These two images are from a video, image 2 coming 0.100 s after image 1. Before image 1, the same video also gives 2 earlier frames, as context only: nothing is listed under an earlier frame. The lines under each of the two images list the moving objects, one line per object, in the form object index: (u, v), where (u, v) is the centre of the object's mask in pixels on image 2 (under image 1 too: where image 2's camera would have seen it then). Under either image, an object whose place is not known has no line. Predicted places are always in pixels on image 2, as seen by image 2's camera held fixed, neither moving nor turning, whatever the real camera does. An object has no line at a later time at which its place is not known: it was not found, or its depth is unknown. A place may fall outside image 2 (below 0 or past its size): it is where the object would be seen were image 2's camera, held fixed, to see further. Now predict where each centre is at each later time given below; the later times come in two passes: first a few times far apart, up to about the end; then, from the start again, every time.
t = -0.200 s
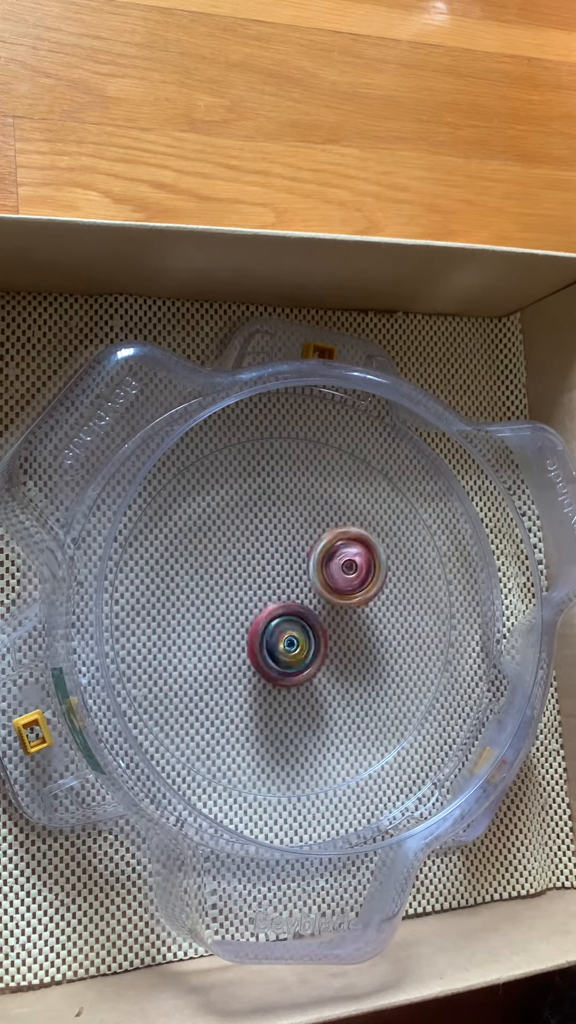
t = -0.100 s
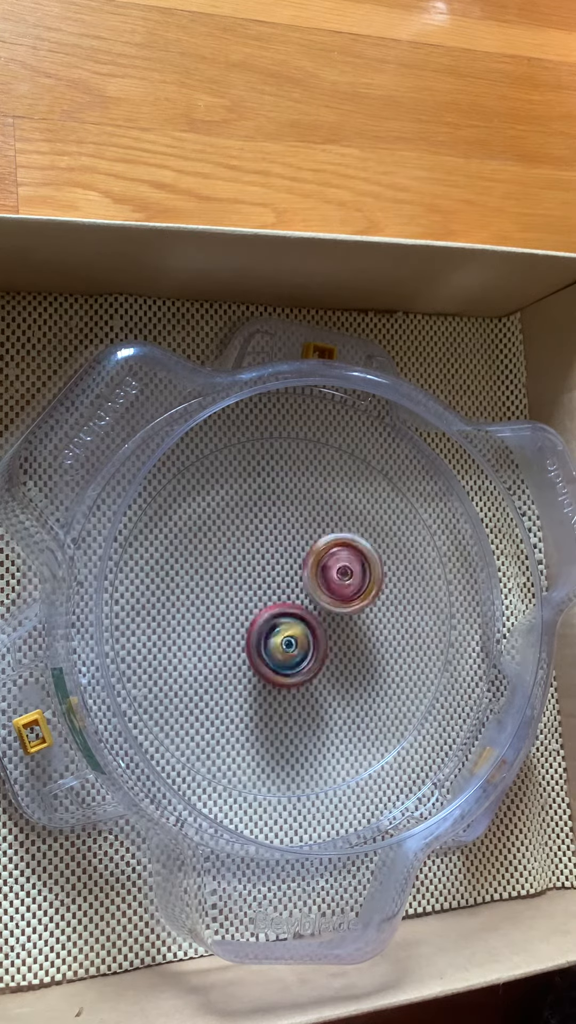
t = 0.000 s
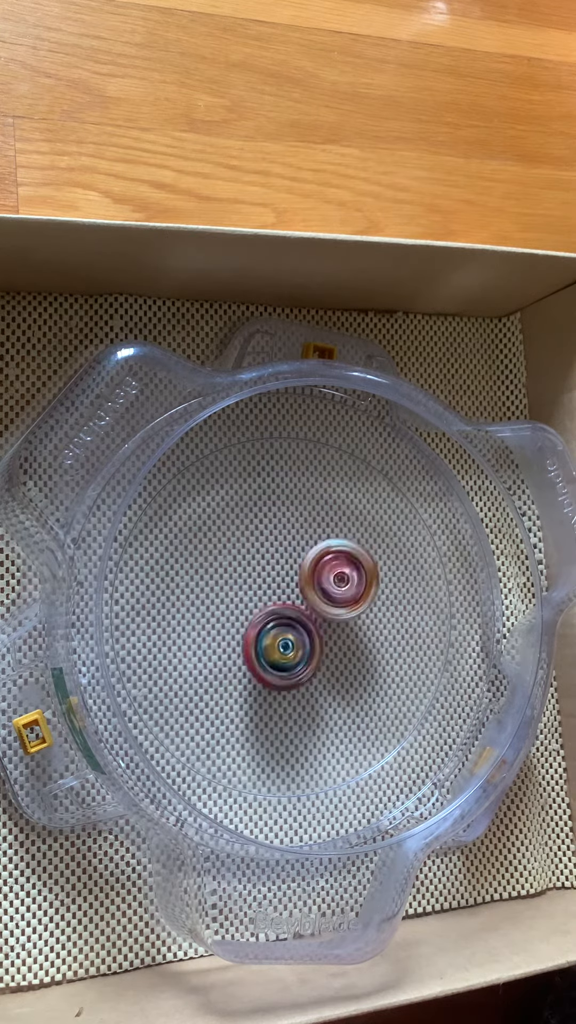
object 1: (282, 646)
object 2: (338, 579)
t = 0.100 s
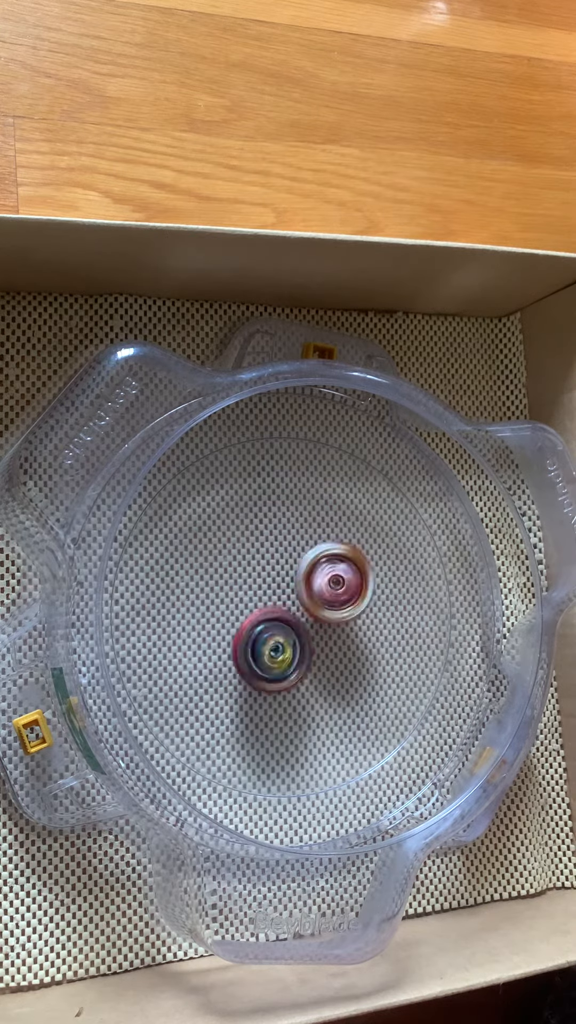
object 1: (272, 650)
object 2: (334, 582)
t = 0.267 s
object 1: (252, 641)
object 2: (330, 590)
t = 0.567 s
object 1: (243, 615)
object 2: (329, 595)
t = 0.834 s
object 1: (254, 595)
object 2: (336, 610)
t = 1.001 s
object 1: (264, 596)
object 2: (343, 624)
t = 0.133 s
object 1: (266, 649)
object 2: (333, 584)
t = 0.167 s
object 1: (263, 648)
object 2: (330, 585)
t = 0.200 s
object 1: (259, 643)
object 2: (329, 588)
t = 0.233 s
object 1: (258, 641)
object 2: (325, 591)
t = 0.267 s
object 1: (252, 641)
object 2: (330, 590)
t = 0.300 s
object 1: (246, 639)
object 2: (332, 588)
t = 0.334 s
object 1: (243, 639)
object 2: (332, 588)
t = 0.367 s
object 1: (239, 634)
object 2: (333, 586)
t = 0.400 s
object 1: (238, 632)
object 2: (333, 586)
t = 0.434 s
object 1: (238, 627)
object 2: (332, 587)
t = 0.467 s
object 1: (238, 623)
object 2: (330, 588)
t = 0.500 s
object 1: (241, 620)
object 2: (327, 590)
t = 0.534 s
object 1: (244, 614)
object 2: (325, 593)
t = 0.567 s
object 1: (243, 615)
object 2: (329, 595)
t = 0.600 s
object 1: (241, 612)
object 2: (331, 597)
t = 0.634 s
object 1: (237, 609)
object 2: (334, 599)
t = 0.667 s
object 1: (238, 606)
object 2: (336, 600)
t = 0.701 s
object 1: (237, 602)
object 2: (337, 603)
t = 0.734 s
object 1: (241, 600)
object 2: (338, 605)
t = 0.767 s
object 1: (244, 597)
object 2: (338, 606)
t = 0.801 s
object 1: (247, 596)
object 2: (338, 609)
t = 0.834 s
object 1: (254, 595)
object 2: (336, 610)
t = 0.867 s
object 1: (254, 595)
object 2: (340, 614)
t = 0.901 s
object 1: (256, 594)
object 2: (341, 617)
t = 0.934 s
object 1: (259, 595)
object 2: (341, 619)
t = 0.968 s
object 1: (261, 595)
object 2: (342, 621)
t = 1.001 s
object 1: (264, 596)
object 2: (343, 624)
